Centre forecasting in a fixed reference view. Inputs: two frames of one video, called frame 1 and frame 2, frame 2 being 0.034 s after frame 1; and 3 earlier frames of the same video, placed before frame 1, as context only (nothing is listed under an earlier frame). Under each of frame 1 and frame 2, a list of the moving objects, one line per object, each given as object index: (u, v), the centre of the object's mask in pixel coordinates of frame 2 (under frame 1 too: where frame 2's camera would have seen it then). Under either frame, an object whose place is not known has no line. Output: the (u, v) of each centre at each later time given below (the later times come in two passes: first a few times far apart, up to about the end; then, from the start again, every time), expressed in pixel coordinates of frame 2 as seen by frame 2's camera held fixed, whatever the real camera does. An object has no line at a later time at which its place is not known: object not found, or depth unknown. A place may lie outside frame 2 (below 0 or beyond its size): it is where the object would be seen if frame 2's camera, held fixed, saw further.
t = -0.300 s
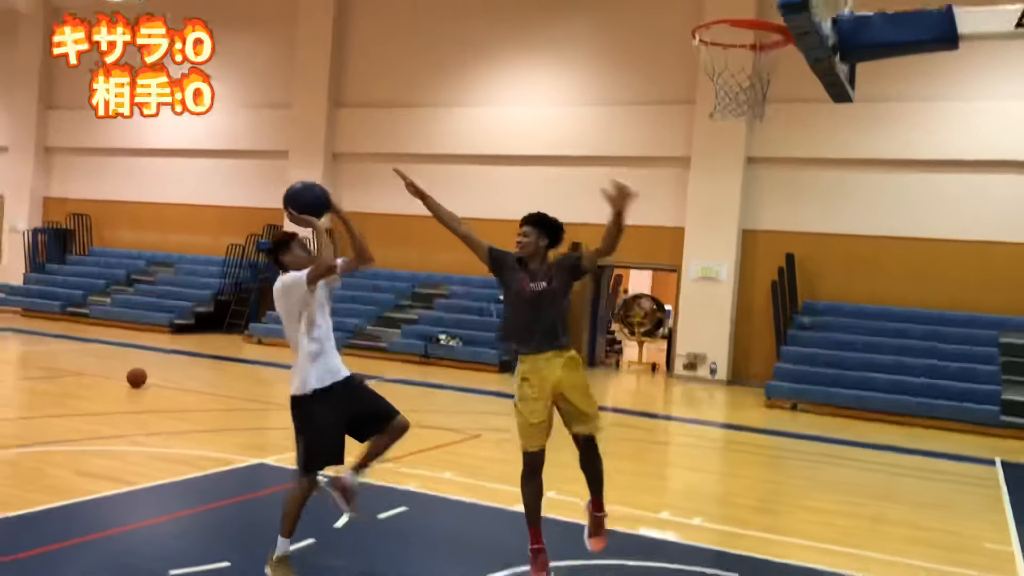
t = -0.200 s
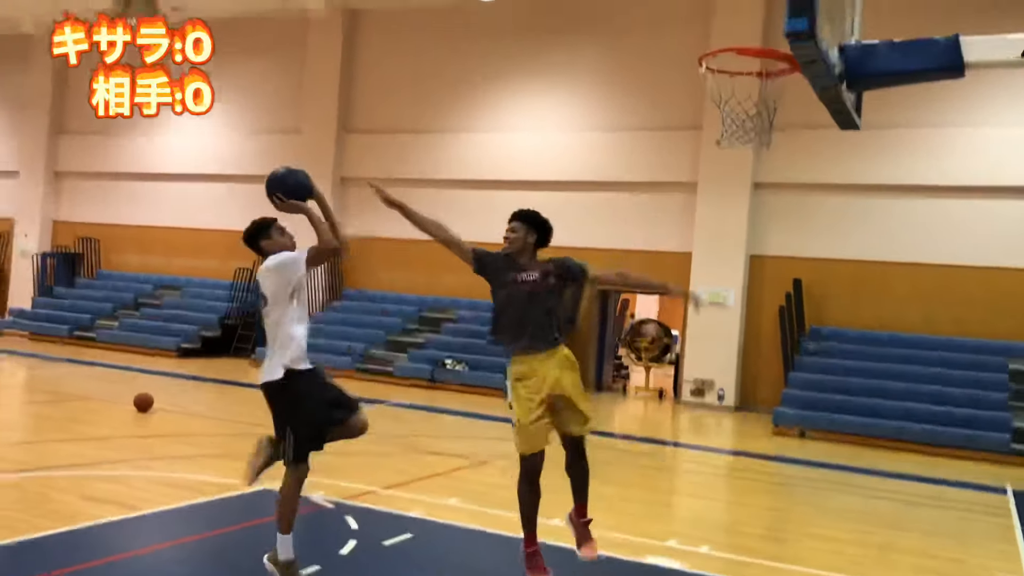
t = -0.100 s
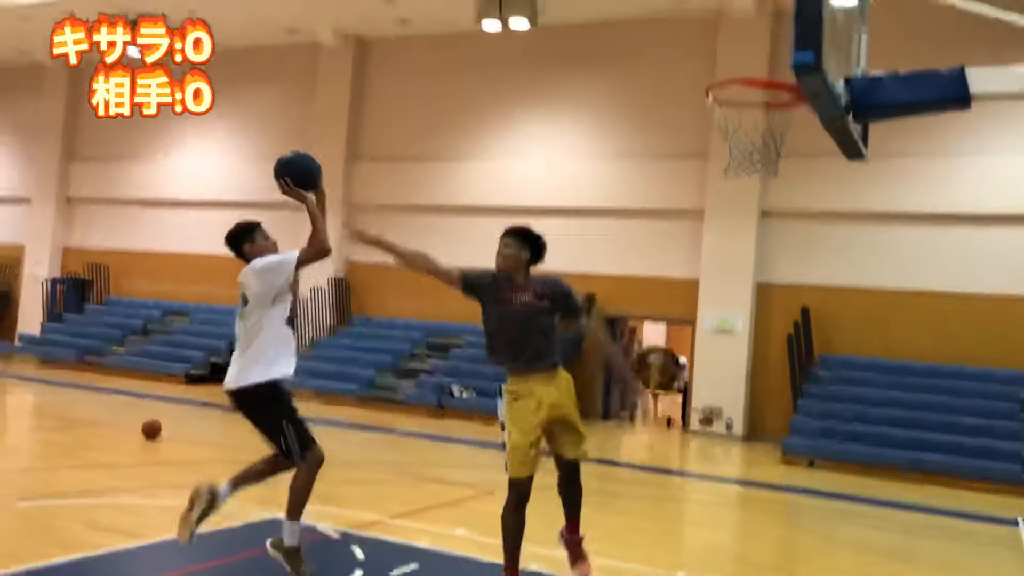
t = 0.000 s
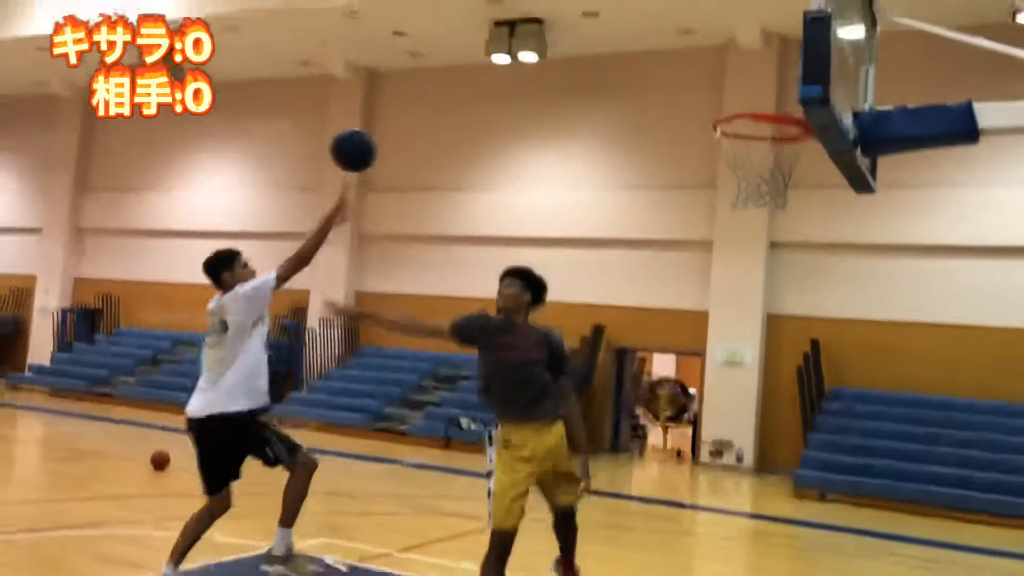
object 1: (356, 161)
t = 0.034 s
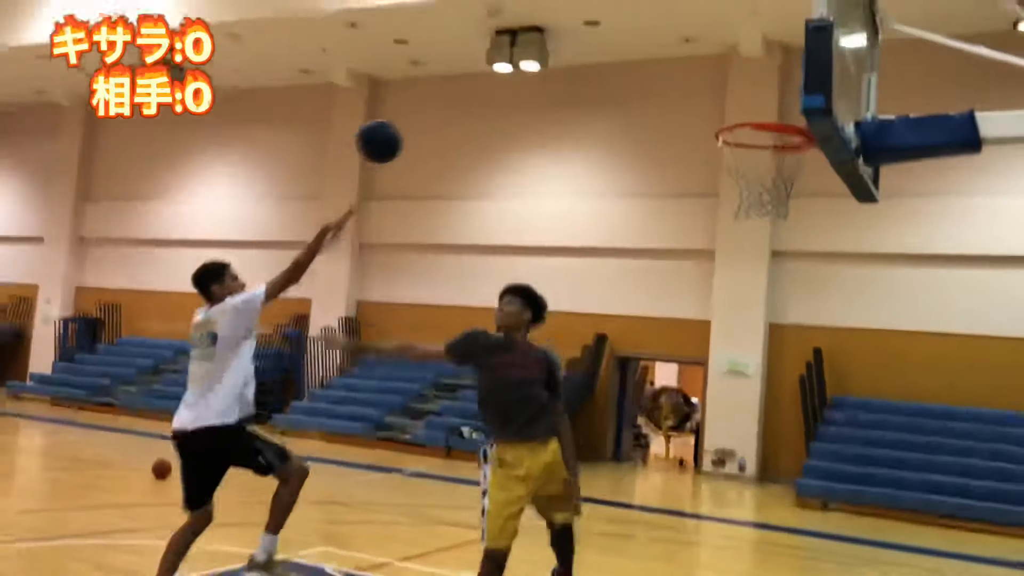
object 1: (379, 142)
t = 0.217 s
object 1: (506, 78)
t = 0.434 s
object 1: (651, 73)
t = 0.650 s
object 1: (787, 158)
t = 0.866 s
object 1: (759, 291)
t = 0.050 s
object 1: (391, 133)
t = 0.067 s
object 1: (403, 125)
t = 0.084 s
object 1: (415, 118)
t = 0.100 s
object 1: (426, 110)
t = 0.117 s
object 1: (438, 104)
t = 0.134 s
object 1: (450, 98)
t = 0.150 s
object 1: (461, 92)
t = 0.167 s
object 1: (472, 87)
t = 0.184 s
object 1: (482, 84)
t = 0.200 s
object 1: (494, 81)
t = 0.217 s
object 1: (506, 78)
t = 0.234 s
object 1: (517, 75)
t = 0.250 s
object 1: (529, 71)
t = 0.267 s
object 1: (542, 68)
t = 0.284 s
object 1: (553, 67)
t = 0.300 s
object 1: (564, 65)
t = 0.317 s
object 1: (575, 64)
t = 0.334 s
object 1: (585, 64)
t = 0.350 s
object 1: (596, 64)
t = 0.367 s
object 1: (609, 64)
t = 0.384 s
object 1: (619, 66)
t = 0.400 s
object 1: (630, 68)
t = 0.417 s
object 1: (642, 70)
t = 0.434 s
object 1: (651, 73)
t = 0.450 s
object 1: (663, 76)
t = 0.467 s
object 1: (676, 80)
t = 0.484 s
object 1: (685, 85)
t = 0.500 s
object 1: (696, 90)
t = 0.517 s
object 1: (709, 95)
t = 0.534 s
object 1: (718, 101)
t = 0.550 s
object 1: (730, 107)
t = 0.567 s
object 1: (742, 114)
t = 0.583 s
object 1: (752, 119)
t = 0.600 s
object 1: (763, 130)
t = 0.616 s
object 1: (774, 145)
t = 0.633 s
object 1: (784, 151)
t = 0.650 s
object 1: (787, 158)
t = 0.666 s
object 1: (785, 168)
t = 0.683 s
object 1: (785, 178)
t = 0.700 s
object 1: (782, 187)
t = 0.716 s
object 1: (779, 195)
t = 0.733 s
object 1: (777, 204)
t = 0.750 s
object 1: (775, 213)
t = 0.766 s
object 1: (771, 223)
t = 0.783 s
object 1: (770, 233)
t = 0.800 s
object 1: (769, 243)
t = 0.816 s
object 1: (766, 255)
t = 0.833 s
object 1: (763, 266)
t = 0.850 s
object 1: (761, 277)
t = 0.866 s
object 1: (759, 291)
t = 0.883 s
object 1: (757, 304)
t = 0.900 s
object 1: (754, 316)
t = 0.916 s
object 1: (753, 331)
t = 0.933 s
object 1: (750, 346)
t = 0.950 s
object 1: (748, 360)
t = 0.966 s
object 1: (746, 375)
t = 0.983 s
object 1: (742, 392)
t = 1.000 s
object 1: (740, 408)
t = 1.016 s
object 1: (738, 424)
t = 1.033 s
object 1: (735, 441)
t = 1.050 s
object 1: (734, 461)
